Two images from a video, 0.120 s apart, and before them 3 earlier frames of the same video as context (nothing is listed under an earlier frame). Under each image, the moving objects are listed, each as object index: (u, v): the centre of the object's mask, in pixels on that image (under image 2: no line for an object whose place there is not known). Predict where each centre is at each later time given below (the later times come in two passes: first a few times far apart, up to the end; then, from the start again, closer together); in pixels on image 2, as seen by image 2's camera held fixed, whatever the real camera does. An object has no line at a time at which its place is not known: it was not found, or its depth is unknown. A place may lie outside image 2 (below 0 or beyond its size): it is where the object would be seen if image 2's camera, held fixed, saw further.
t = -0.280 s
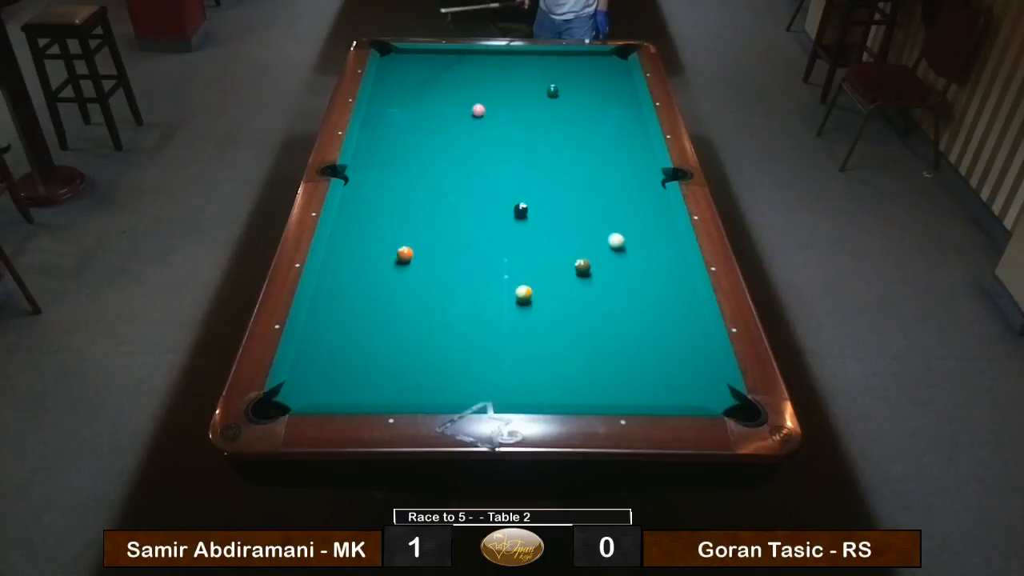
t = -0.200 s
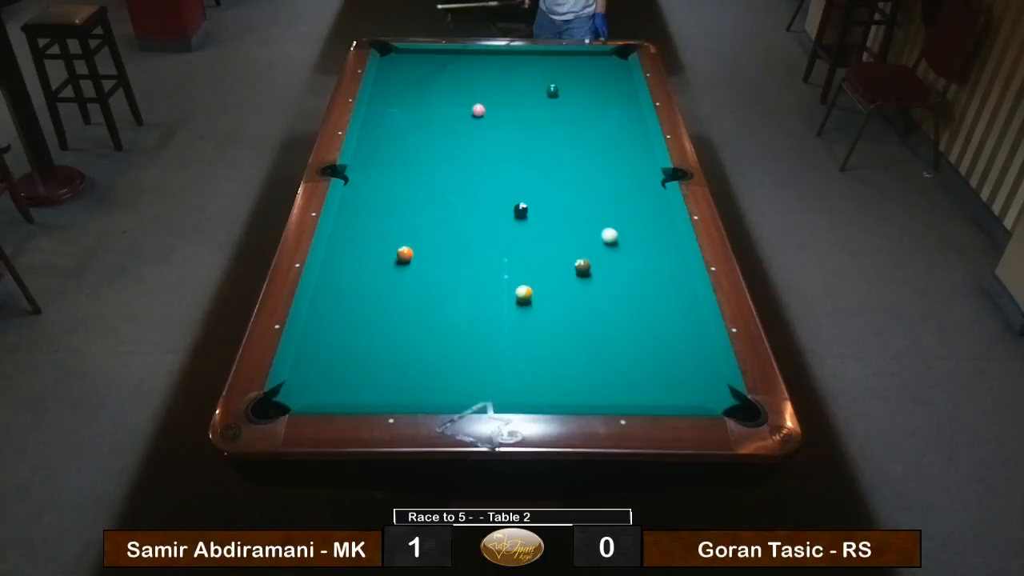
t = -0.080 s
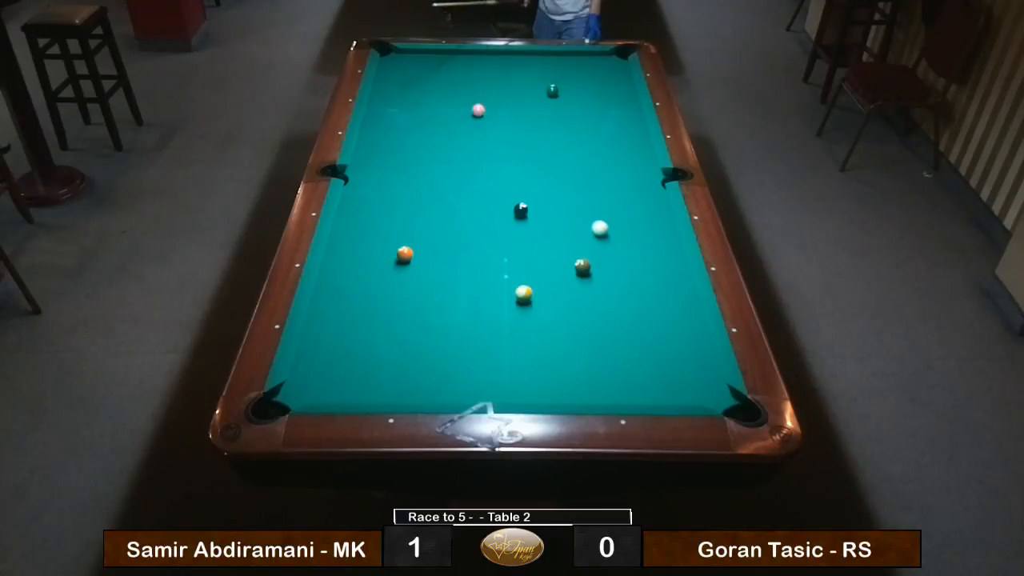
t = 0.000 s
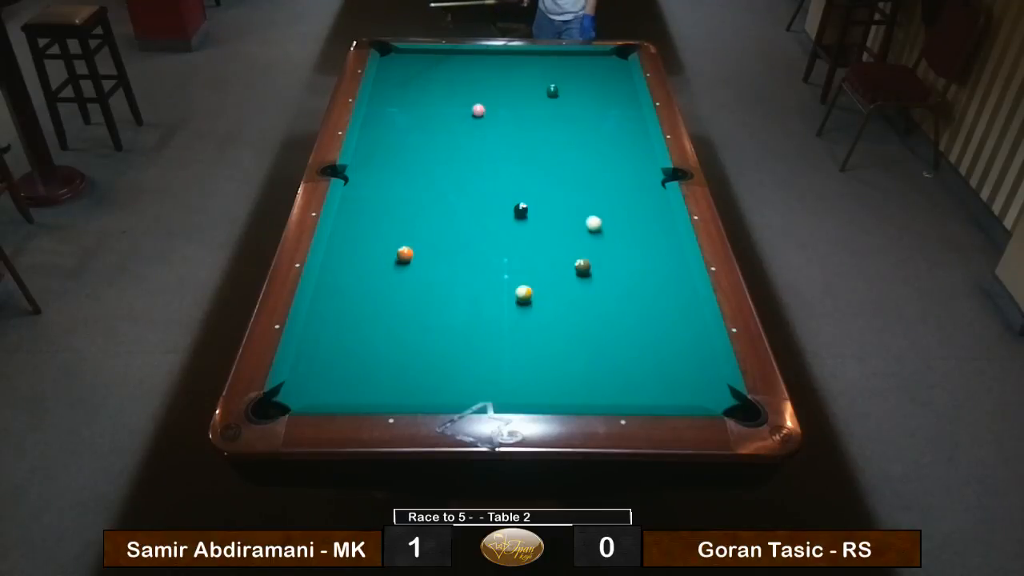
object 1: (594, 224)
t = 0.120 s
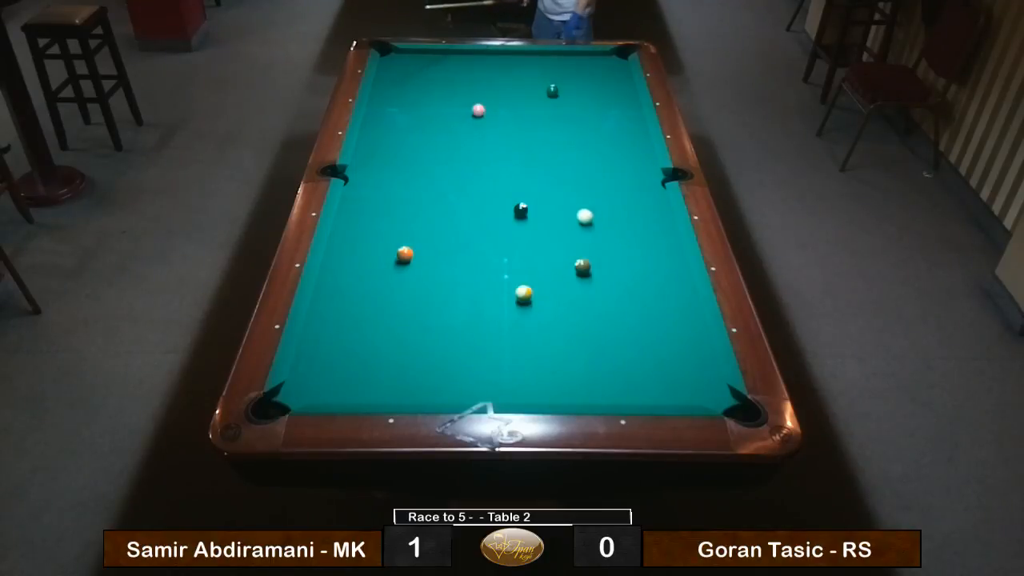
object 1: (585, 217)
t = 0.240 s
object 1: (576, 210)
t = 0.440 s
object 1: (563, 200)
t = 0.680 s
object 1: (548, 189)
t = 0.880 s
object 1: (537, 180)
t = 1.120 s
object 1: (524, 171)
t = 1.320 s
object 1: (515, 164)
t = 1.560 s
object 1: (504, 156)
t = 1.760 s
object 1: (496, 150)
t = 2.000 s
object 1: (487, 143)
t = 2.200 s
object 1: (480, 138)
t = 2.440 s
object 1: (472, 133)
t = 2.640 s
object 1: (467, 128)
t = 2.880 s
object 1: (461, 124)
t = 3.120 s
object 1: (455, 120)
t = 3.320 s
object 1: (451, 118)
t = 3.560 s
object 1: (447, 114)
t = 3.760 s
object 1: (444, 112)
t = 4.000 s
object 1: (441, 110)
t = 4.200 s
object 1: (439, 109)
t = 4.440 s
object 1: (438, 108)
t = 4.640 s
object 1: (437, 108)
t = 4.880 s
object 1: (436, 107)
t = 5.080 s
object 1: (436, 107)
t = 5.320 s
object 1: (436, 107)
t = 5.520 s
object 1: (436, 107)
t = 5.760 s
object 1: (436, 107)
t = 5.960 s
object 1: (436, 107)
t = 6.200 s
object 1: (436, 107)
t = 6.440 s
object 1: (436, 107)
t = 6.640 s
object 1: (436, 107)
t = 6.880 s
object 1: (436, 107)
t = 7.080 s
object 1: (436, 107)
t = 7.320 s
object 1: (436, 107)
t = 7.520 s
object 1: (436, 107)
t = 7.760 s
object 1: (436, 107)
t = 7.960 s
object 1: (436, 107)
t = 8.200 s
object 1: (436, 107)
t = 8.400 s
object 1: (436, 107)
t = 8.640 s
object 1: (436, 107)
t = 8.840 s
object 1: (436, 107)
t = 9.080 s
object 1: (436, 107)
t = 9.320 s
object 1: (436, 107)
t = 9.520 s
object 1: (436, 107)
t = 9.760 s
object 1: (436, 107)
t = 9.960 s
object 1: (436, 107)
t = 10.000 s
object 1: (436, 107)
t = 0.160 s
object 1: (582, 215)
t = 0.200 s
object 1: (579, 213)
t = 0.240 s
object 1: (576, 210)
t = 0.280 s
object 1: (573, 208)
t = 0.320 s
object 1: (571, 206)
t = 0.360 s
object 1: (568, 204)
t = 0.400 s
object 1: (565, 202)
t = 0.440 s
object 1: (563, 200)
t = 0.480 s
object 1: (560, 198)
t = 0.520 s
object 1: (558, 196)
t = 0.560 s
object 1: (555, 195)
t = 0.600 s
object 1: (553, 193)
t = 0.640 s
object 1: (550, 191)
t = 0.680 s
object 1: (548, 189)
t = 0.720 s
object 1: (546, 187)
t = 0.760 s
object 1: (544, 185)
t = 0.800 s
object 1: (541, 184)
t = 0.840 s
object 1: (539, 182)
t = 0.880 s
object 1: (537, 180)
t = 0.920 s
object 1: (535, 179)
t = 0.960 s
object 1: (533, 177)
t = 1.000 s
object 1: (530, 176)
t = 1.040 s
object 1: (528, 174)
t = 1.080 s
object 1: (526, 172)
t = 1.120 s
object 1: (524, 171)
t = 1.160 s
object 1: (522, 169)
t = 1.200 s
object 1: (520, 168)
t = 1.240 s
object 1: (518, 167)
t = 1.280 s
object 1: (517, 165)
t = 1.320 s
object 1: (515, 164)
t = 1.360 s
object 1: (513, 162)
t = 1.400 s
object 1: (511, 161)
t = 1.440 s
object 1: (509, 160)
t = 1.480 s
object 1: (507, 158)
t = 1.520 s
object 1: (506, 157)
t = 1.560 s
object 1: (504, 156)
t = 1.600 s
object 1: (502, 154)
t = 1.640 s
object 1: (501, 153)
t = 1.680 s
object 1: (499, 152)
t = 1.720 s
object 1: (498, 151)
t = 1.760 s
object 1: (496, 150)
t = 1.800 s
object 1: (494, 148)
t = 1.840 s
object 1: (493, 147)
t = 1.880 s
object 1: (491, 146)
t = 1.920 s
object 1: (490, 145)
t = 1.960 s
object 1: (488, 144)
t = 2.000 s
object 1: (487, 143)
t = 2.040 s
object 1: (485, 142)
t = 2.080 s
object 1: (484, 141)
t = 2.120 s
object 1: (483, 140)
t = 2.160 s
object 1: (481, 139)
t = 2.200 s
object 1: (480, 138)
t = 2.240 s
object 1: (479, 137)
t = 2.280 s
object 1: (477, 136)
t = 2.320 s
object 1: (476, 135)
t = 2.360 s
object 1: (475, 134)
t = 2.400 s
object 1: (474, 133)
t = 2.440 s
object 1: (472, 133)
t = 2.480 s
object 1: (471, 132)
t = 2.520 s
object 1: (470, 131)
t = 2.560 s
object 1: (469, 130)
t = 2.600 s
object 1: (468, 129)
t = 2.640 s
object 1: (467, 128)
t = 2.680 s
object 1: (466, 128)
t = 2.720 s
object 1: (465, 127)
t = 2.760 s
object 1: (464, 126)
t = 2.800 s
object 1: (463, 125)
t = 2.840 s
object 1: (462, 125)
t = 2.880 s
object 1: (461, 124)
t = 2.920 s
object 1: (460, 123)
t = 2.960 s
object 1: (459, 123)
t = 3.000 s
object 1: (458, 122)
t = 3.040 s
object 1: (457, 122)
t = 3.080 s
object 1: (456, 121)
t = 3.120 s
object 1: (455, 120)
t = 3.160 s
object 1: (454, 120)
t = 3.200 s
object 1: (454, 119)
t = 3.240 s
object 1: (453, 119)
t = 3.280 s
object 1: (452, 118)
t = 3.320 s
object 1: (451, 118)
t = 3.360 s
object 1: (451, 117)
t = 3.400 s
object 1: (450, 117)
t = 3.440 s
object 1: (449, 116)
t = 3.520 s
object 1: (448, 115)
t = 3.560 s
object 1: (447, 114)
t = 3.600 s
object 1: (447, 114)
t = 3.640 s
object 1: (446, 114)
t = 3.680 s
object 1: (445, 113)
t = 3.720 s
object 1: (445, 113)
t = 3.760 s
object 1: (444, 112)
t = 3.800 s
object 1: (444, 112)
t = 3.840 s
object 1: (443, 112)
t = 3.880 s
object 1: (442, 111)
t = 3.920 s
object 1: (442, 111)
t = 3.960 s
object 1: (442, 111)
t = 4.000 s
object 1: (441, 110)
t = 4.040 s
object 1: (441, 110)
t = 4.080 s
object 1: (440, 110)
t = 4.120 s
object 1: (440, 110)
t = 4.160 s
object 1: (440, 110)
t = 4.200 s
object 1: (439, 109)
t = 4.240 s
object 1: (439, 109)
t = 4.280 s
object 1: (439, 109)
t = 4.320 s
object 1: (438, 109)
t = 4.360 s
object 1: (438, 109)
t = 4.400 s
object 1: (438, 109)
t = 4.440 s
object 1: (438, 108)
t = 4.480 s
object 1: (437, 108)
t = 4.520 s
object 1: (437, 108)
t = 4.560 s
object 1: (437, 108)
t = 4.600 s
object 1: (437, 108)
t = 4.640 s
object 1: (437, 108)
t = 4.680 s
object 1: (437, 107)
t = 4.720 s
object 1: (437, 107)
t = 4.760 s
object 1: (437, 107)
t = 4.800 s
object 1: (437, 107)
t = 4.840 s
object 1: (436, 107)
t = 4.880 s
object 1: (436, 107)
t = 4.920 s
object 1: (436, 107)
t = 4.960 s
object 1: (436, 107)
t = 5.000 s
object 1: (436, 107)
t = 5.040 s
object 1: (436, 107)
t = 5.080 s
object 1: (436, 107)
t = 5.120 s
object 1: (436, 107)
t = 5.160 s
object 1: (436, 107)
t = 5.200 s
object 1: (436, 107)
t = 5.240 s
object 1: (436, 107)
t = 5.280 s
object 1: (436, 107)
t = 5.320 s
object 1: (436, 107)
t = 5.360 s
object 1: (436, 107)
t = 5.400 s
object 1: (436, 107)
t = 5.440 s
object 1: (436, 107)
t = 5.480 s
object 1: (436, 107)
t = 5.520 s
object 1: (436, 107)
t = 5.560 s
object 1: (436, 107)
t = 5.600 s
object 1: (436, 107)
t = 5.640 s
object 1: (436, 107)
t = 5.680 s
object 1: (436, 107)
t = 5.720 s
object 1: (436, 107)
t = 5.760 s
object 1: (436, 107)
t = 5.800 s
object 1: (436, 107)
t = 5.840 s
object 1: (436, 107)
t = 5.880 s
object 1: (436, 107)
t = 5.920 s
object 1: (436, 107)
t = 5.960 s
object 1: (436, 107)
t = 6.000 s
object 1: (436, 107)
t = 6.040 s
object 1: (436, 107)
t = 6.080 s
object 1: (436, 107)
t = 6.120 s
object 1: (436, 107)
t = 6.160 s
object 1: (436, 107)
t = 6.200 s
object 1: (436, 107)
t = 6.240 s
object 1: (436, 107)
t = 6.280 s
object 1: (436, 107)
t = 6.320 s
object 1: (436, 107)
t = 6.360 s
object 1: (436, 107)
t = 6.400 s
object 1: (436, 107)
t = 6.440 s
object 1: (436, 107)
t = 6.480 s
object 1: (436, 107)
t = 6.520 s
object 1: (436, 107)
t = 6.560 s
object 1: (436, 107)
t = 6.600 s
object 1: (436, 107)
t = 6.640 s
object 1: (436, 107)
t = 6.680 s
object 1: (436, 107)
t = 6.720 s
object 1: (436, 107)
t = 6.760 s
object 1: (436, 107)
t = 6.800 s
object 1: (436, 107)
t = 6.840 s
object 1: (436, 107)
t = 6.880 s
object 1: (436, 107)
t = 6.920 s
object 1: (436, 107)
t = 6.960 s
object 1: (436, 107)
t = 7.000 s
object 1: (436, 107)
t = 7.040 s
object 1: (436, 107)
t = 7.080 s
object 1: (436, 107)
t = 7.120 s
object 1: (436, 107)
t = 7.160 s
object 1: (436, 107)
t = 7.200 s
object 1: (436, 107)
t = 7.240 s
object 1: (436, 107)
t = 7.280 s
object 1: (436, 107)
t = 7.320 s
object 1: (436, 107)
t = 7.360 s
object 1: (436, 107)
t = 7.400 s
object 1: (436, 107)
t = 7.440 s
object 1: (436, 107)
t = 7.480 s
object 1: (436, 107)
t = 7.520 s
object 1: (436, 107)
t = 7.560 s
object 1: (436, 107)
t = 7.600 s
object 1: (436, 107)
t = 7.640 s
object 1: (436, 107)
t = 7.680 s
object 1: (436, 107)
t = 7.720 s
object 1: (436, 107)
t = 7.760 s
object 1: (436, 107)
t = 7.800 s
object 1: (436, 107)
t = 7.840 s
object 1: (436, 107)
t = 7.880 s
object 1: (436, 107)
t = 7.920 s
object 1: (436, 107)
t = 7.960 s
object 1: (436, 107)
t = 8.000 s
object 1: (436, 107)
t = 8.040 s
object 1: (436, 107)
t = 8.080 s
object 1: (436, 107)
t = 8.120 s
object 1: (436, 107)
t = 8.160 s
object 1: (436, 107)
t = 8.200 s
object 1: (436, 107)
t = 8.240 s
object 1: (436, 107)
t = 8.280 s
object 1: (436, 107)
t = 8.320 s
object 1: (436, 107)
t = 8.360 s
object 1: (436, 107)
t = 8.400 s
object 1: (436, 107)
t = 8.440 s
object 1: (436, 107)
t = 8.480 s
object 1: (436, 107)
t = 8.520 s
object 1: (436, 107)
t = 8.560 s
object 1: (436, 107)
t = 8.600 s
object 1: (436, 107)
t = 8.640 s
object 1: (436, 107)
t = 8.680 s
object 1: (436, 107)
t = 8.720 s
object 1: (436, 107)
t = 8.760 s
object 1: (436, 107)
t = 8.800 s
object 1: (436, 107)
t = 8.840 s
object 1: (436, 107)
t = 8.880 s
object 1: (436, 107)
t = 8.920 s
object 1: (436, 107)
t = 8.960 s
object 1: (436, 107)
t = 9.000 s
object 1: (436, 107)
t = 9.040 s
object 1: (436, 107)
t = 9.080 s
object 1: (436, 107)
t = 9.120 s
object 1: (436, 107)
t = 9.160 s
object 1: (436, 107)
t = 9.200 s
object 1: (436, 107)
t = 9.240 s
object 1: (436, 107)
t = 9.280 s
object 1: (436, 107)
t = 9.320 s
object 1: (436, 107)
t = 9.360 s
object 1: (436, 107)
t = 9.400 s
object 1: (436, 107)
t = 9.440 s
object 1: (436, 107)
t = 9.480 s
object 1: (436, 107)
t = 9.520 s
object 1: (436, 107)
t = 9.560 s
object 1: (436, 107)
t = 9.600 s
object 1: (436, 107)
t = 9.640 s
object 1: (436, 107)
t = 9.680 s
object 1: (436, 107)
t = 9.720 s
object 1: (436, 107)
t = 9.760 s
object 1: (436, 107)
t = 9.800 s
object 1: (436, 107)
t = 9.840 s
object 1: (436, 107)
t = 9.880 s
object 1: (436, 107)
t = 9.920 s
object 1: (436, 107)
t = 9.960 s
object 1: (436, 107)
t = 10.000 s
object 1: (436, 107)
